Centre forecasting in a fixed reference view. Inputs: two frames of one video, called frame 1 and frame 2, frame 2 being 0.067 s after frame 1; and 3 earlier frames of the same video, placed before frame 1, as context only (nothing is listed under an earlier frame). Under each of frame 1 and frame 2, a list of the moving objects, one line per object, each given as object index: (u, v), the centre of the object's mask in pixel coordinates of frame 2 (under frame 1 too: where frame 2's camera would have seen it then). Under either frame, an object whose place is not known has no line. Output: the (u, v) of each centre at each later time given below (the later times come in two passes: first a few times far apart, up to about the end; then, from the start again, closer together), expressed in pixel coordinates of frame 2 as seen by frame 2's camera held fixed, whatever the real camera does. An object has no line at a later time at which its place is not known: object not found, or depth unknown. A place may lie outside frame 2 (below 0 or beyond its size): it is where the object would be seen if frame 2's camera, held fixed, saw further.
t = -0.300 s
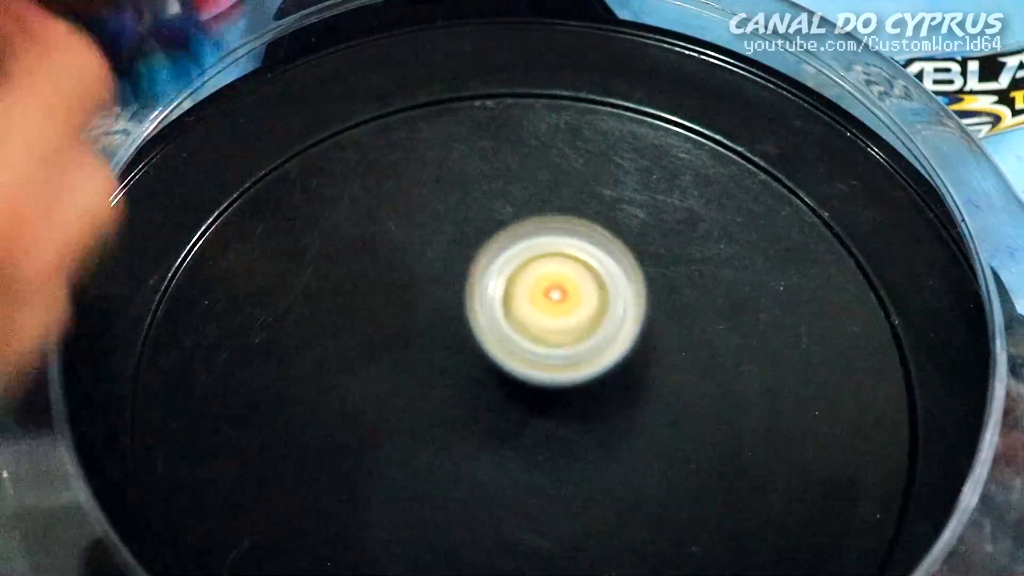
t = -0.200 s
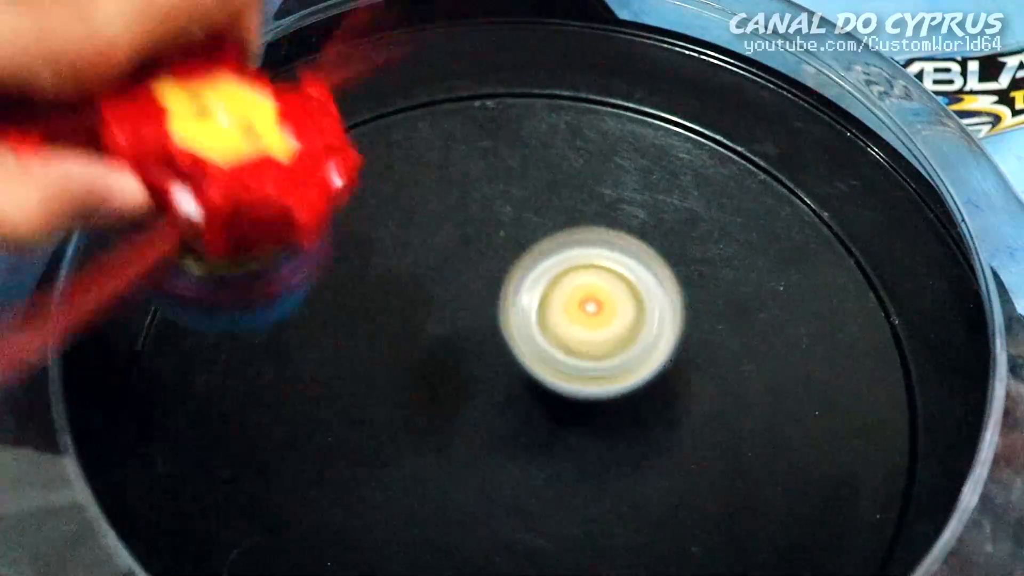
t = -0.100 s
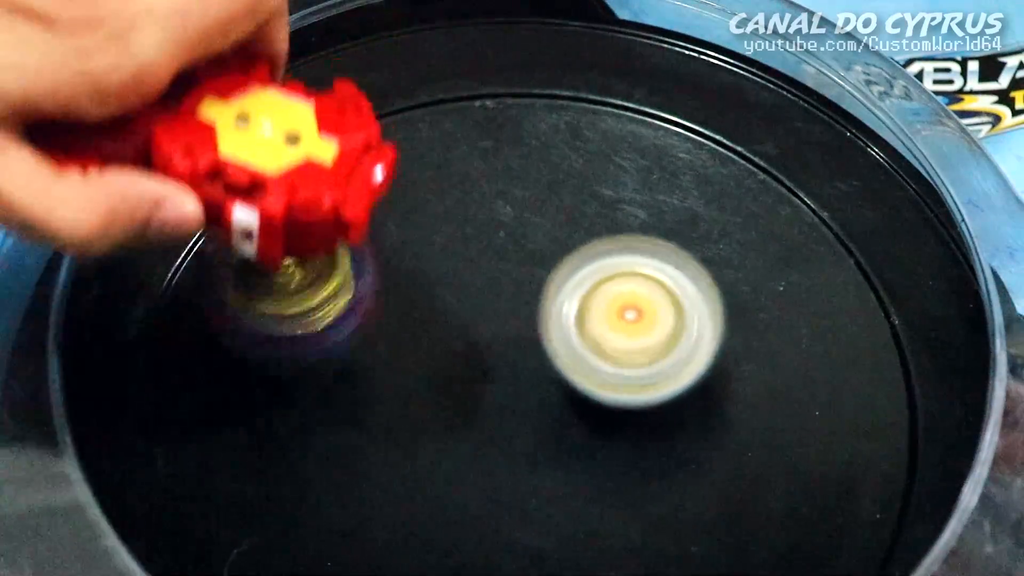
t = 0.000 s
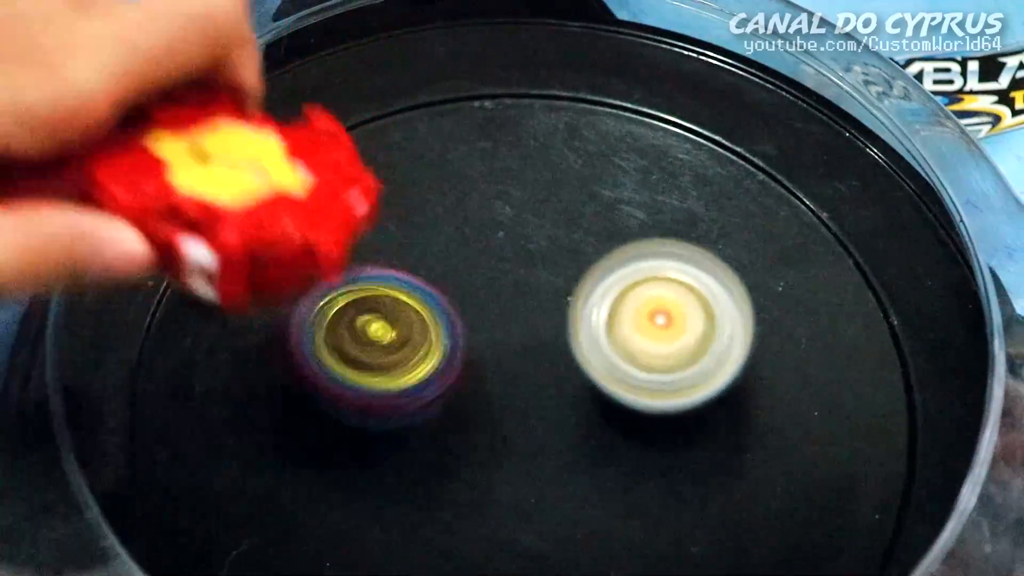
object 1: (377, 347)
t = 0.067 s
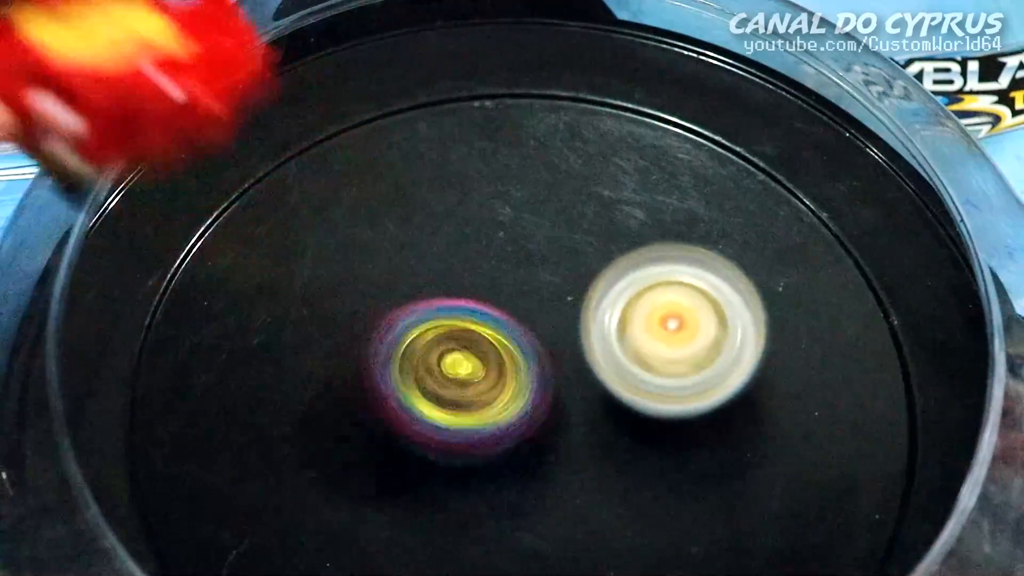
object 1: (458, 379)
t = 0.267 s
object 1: (505, 454)
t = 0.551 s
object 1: (475, 370)
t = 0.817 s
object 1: (183, 290)
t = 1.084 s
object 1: (201, 325)
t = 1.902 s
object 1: (408, 237)
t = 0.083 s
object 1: (480, 389)
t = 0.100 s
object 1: (501, 399)
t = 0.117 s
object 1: (507, 407)
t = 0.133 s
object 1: (506, 415)
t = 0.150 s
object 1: (507, 424)
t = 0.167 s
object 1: (506, 429)
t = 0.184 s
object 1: (506, 436)
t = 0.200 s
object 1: (505, 439)
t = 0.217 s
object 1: (505, 444)
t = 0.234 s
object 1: (506, 451)
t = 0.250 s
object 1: (505, 451)
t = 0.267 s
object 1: (505, 454)
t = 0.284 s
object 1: (507, 457)
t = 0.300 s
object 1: (507, 455)
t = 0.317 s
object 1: (508, 456)
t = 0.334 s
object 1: (511, 452)
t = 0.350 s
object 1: (510, 447)
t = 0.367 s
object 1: (511, 448)
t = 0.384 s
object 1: (513, 444)
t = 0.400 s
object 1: (514, 440)
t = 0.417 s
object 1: (516, 434)
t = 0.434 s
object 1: (517, 426)
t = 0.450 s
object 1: (518, 421)
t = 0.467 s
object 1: (519, 414)
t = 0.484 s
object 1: (519, 404)
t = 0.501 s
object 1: (520, 398)
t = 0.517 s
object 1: (519, 393)
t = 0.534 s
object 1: (507, 385)
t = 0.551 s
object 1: (475, 370)
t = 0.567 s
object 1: (434, 357)
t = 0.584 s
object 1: (396, 347)
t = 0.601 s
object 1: (360, 342)
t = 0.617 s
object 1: (328, 339)
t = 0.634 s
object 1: (292, 330)
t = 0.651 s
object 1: (263, 320)
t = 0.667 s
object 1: (237, 309)
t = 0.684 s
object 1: (213, 299)
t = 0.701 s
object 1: (192, 292)
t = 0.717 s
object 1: (173, 284)
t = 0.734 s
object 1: (161, 280)
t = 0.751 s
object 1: (162, 275)
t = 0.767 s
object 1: (164, 272)
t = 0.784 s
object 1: (166, 275)
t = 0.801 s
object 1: (173, 283)
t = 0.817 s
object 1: (183, 290)
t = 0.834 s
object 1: (197, 291)
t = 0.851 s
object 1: (210, 298)
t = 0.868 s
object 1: (229, 309)
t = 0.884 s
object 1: (250, 317)
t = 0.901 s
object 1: (272, 327)
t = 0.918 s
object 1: (298, 335)
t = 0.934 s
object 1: (327, 346)
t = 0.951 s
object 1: (355, 356)
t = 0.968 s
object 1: (387, 366)
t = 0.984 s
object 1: (417, 374)
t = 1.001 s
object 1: (439, 382)
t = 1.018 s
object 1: (394, 372)
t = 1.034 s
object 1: (345, 362)
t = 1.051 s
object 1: (294, 351)
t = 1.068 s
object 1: (243, 339)
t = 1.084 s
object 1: (201, 325)
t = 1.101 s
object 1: (162, 313)
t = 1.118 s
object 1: (136, 301)
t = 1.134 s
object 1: (97, 286)
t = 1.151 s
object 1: (127, 301)
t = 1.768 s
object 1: (661, 254)
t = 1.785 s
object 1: (628, 252)
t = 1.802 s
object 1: (597, 247)
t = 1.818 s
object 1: (564, 242)
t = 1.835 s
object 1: (532, 242)
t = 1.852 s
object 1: (500, 237)
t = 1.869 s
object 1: (469, 236)
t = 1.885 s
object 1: (439, 236)
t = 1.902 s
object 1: (408, 237)
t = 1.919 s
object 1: (379, 238)
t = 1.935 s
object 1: (351, 242)
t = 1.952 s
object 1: (322, 246)
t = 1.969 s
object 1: (296, 253)
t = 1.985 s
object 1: (272, 258)
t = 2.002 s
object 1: (250, 268)
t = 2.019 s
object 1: (230, 276)
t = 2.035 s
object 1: (212, 289)
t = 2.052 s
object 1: (198, 301)
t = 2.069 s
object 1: (186, 316)
